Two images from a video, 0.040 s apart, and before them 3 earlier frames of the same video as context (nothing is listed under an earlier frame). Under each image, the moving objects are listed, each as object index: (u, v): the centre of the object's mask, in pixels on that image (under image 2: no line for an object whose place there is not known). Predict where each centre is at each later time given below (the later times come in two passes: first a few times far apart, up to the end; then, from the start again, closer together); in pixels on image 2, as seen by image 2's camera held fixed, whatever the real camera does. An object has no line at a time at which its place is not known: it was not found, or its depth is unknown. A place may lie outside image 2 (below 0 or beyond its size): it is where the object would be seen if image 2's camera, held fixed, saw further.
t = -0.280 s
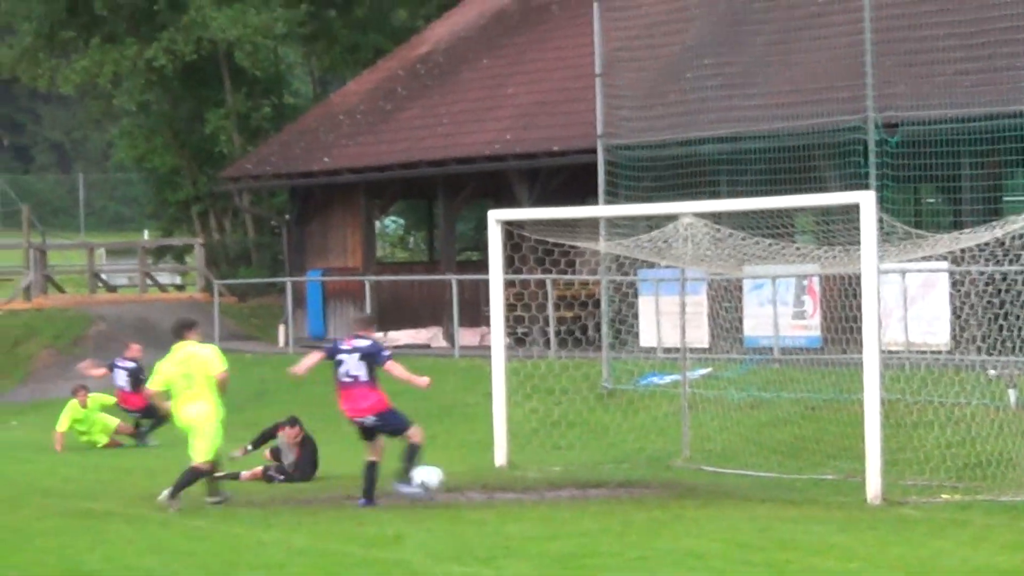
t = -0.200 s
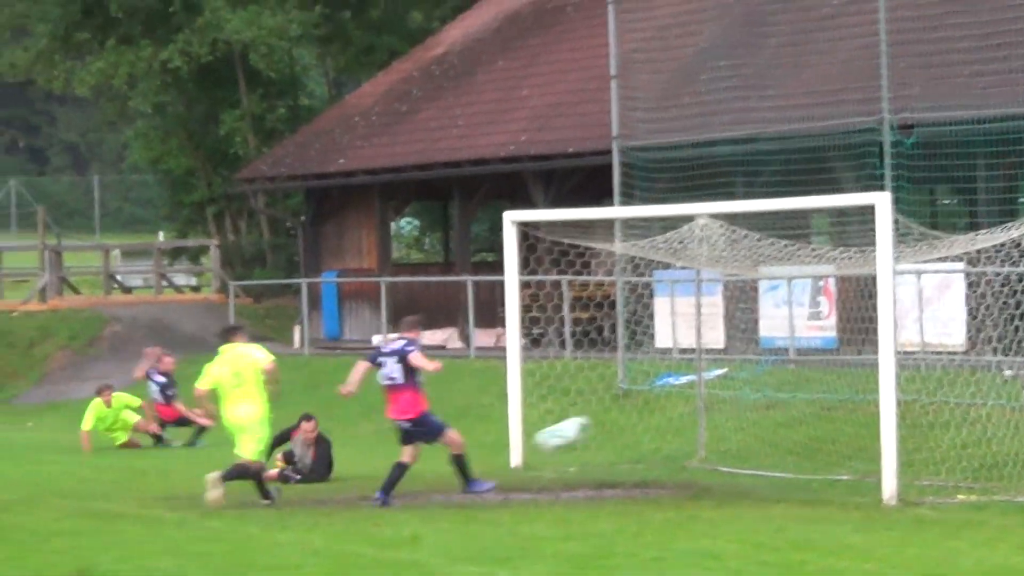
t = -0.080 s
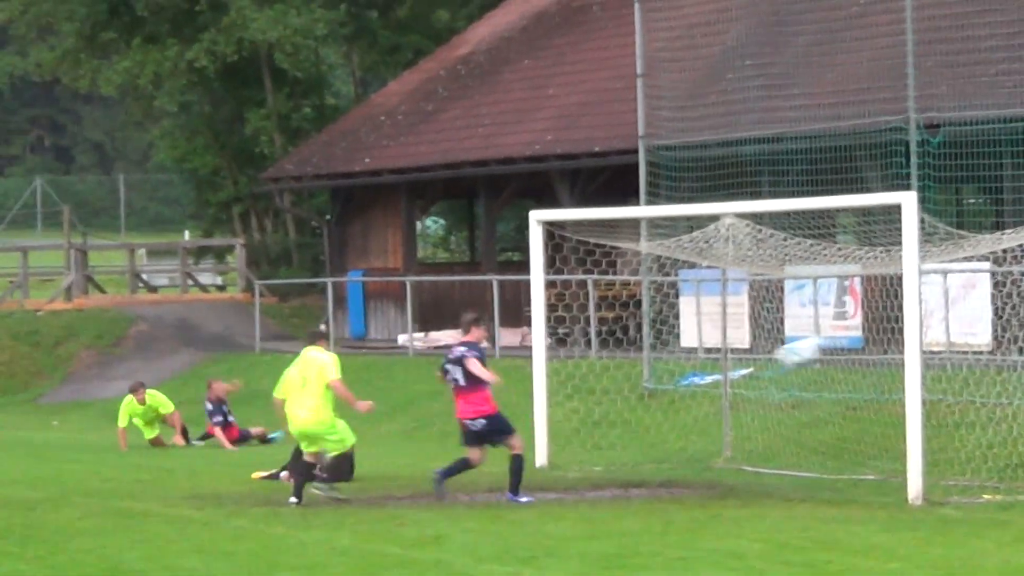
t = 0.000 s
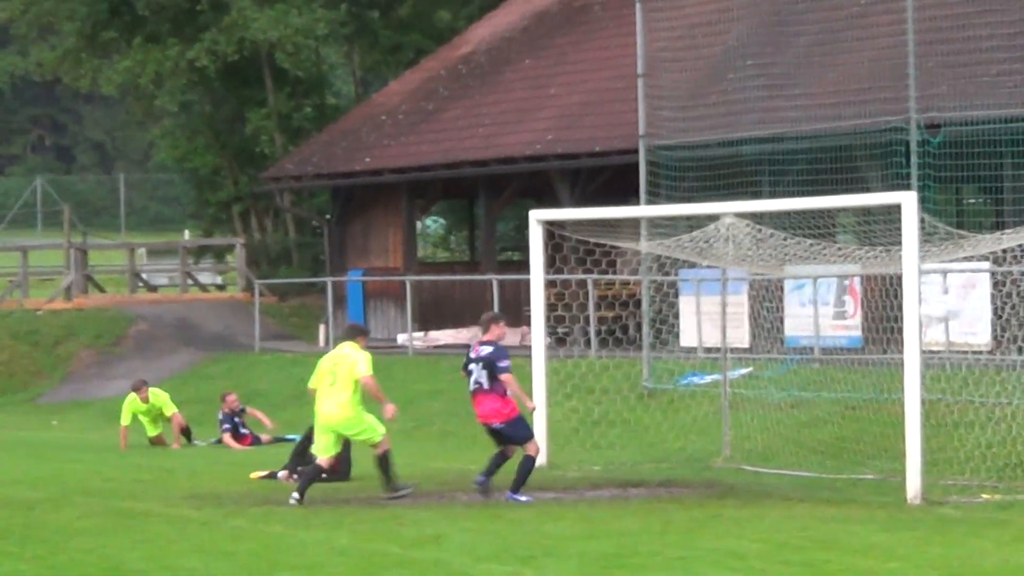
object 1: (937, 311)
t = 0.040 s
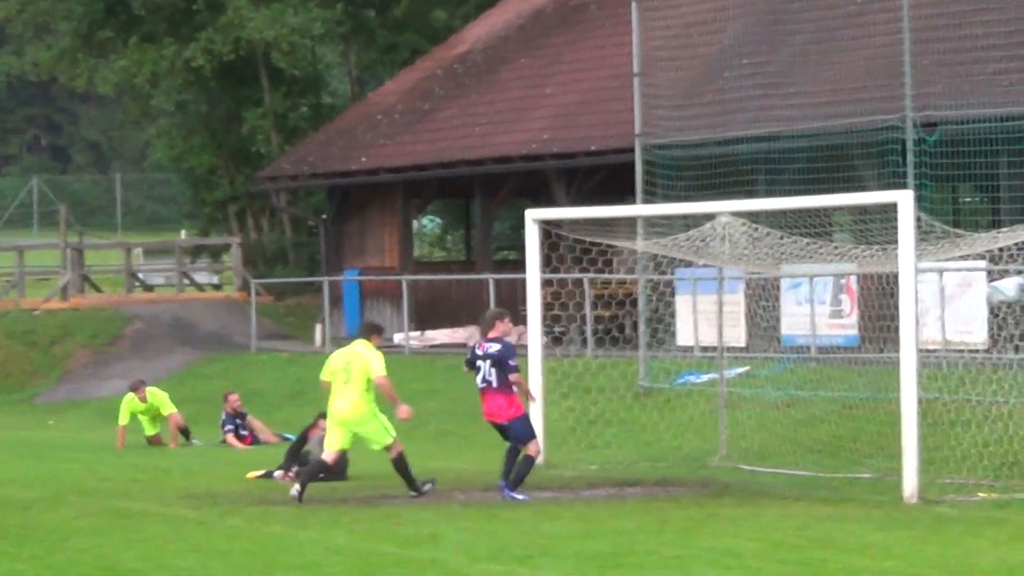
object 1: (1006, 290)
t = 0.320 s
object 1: (1082, 220)
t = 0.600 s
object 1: (991, 276)
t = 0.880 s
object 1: (890, 420)
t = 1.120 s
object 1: (857, 442)
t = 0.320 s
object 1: (1082, 220)
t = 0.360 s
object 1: (1074, 221)
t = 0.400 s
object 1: (1059, 225)
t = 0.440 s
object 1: (1048, 232)
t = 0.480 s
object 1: (1034, 239)
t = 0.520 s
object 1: (1019, 250)
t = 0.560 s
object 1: (1006, 261)
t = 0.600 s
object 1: (991, 276)
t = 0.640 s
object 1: (977, 293)
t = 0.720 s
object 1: (948, 331)
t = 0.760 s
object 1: (933, 349)
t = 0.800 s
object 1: (924, 371)
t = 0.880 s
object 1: (890, 420)
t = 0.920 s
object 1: (878, 443)
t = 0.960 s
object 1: (868, 464)
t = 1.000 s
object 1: (865, 458)
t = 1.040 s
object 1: (863, 451)
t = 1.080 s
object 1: (861, 446)
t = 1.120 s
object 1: (857, 442)
